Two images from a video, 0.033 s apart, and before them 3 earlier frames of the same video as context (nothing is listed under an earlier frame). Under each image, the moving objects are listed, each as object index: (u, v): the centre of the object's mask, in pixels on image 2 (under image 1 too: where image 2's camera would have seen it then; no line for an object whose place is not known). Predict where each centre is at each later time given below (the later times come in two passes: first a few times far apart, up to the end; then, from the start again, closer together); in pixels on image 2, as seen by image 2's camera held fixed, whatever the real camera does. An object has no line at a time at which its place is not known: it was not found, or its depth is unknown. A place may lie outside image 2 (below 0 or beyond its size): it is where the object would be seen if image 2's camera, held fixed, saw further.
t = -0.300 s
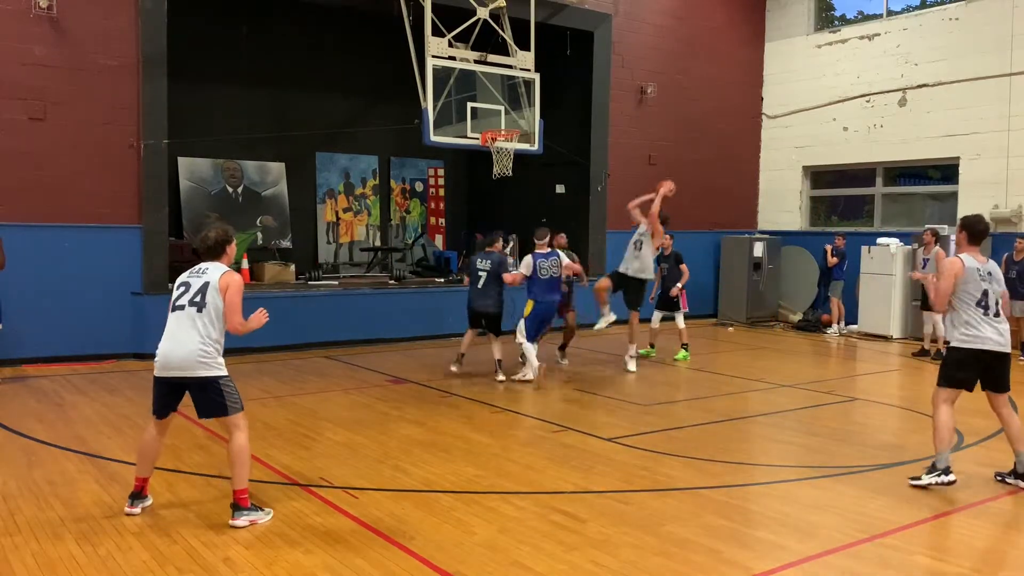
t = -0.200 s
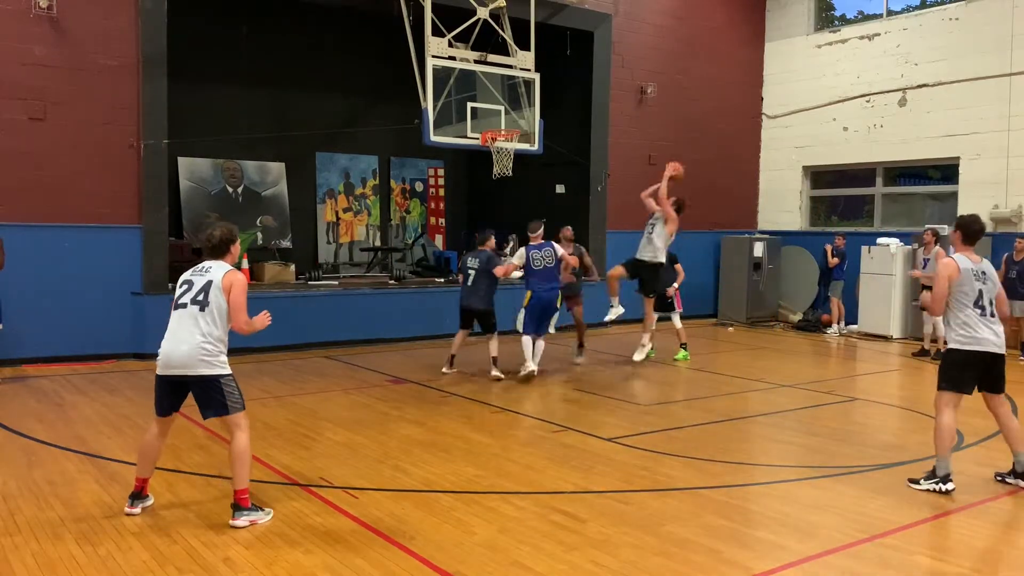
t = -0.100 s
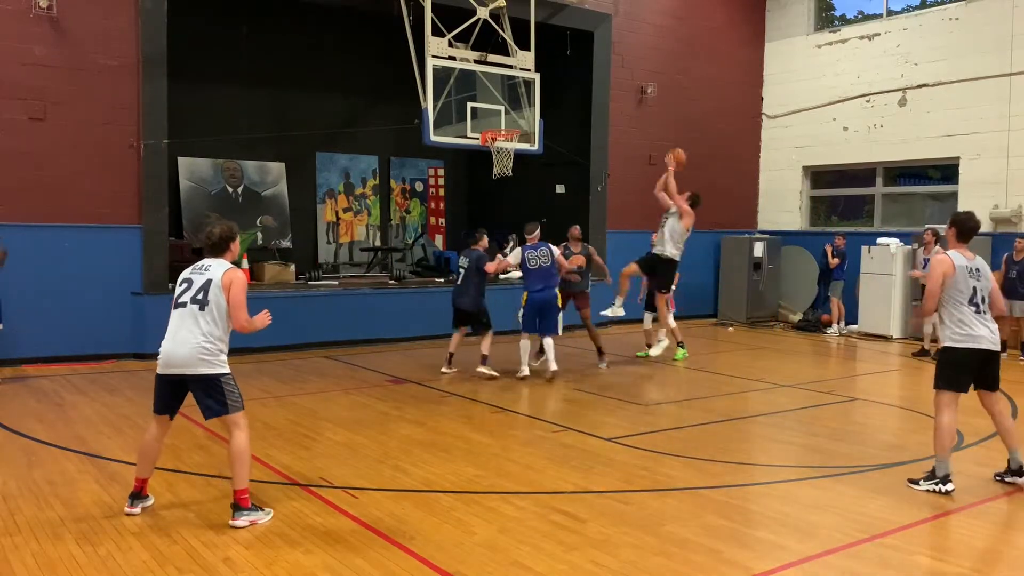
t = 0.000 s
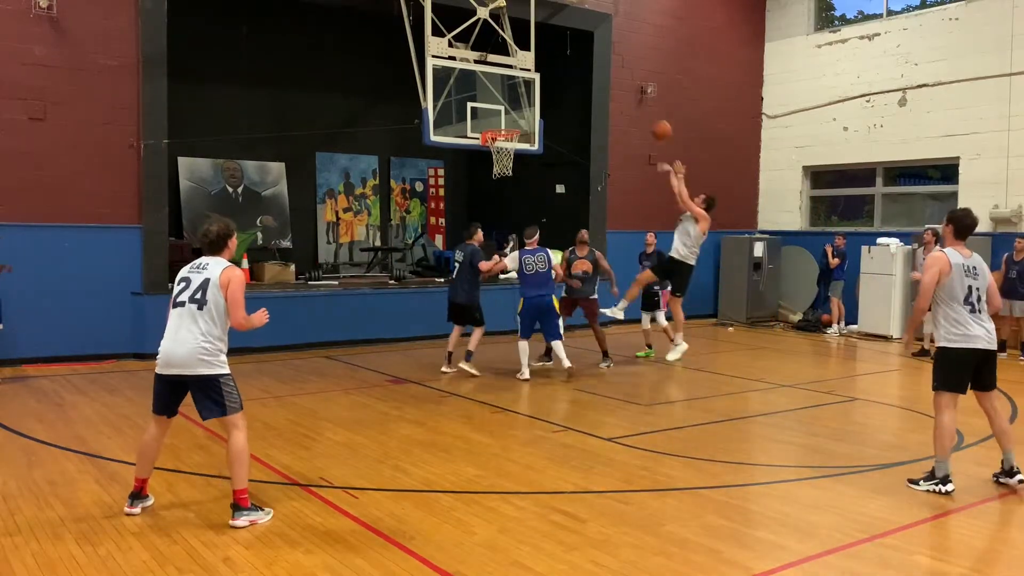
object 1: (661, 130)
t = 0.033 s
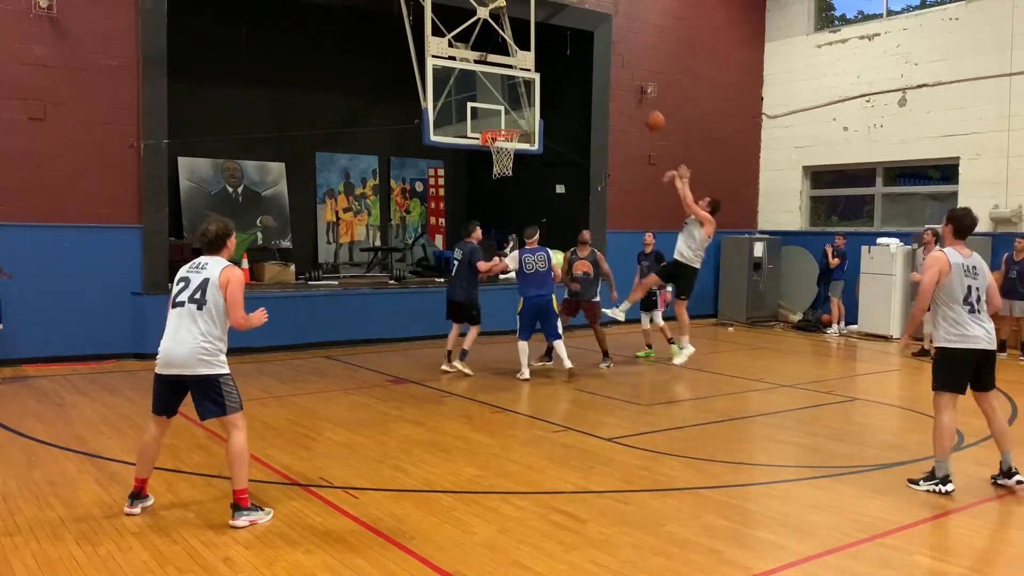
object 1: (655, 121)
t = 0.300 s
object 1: (599, 78)
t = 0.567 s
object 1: (546, 93)
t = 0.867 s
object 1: (501, 123)
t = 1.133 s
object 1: (513, 139)
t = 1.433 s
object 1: (509, 192)
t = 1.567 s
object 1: (507, 233)
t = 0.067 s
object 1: (648, 112)
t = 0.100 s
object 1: (642, 102)
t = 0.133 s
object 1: (638, 96)
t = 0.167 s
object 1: (629, 92)
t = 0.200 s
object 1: (621, 88)
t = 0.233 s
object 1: (614, 84)
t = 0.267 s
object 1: (606, 81)
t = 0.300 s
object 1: (599, 78)
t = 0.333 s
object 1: (592, 77)
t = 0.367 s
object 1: (585, 77)
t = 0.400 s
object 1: (578, 79)
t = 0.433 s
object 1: (572, 79)
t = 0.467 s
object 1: (565, 82)
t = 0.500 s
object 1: (558, 85)
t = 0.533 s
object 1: (552, 88)
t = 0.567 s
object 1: (546, 93)
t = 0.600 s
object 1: (539, 99)
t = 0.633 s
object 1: (532, 105)
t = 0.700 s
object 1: (520, 119)
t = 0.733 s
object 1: (515, 121)
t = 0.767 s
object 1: (512, 121)
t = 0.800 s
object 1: (508, 121)
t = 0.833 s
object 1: (504, 122)
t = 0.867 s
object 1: (501, 123)
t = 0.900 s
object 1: (498, 124)
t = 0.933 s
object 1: (495, 126)
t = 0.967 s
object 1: (496, 126)
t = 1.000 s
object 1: (501, 126)
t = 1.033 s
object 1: (502, 126)
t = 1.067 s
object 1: (504, 127)
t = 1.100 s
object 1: (510, 138)
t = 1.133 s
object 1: (513, 139)
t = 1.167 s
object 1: (515, 143)
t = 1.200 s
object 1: (512, 146)
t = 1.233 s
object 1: (514, 151)
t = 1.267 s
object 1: (515, 157)
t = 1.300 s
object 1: (512, 162)
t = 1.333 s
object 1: (511, 172)
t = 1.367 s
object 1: (510, 177)
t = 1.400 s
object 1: (510, 183)
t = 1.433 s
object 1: (509, 192)
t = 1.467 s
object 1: (508, 201)
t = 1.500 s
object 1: (508, 211)
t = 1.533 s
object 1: (507, 222)
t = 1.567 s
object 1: (507, 233)
